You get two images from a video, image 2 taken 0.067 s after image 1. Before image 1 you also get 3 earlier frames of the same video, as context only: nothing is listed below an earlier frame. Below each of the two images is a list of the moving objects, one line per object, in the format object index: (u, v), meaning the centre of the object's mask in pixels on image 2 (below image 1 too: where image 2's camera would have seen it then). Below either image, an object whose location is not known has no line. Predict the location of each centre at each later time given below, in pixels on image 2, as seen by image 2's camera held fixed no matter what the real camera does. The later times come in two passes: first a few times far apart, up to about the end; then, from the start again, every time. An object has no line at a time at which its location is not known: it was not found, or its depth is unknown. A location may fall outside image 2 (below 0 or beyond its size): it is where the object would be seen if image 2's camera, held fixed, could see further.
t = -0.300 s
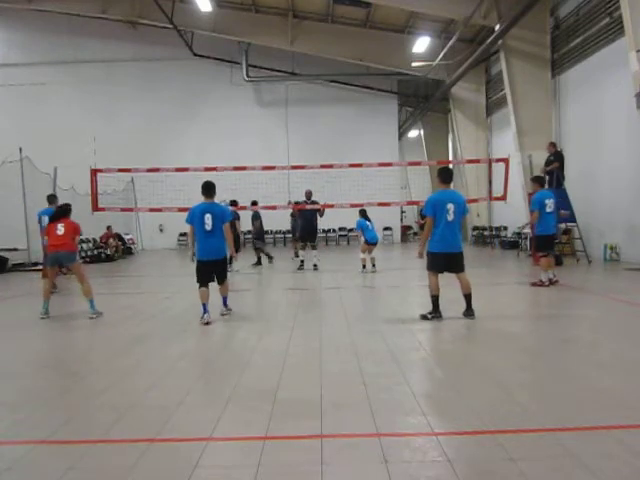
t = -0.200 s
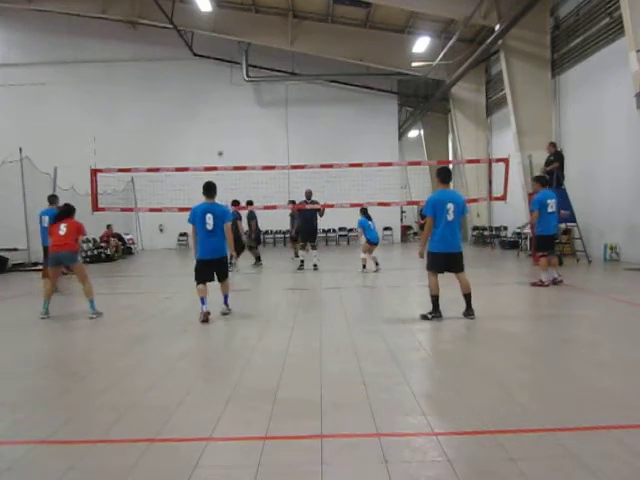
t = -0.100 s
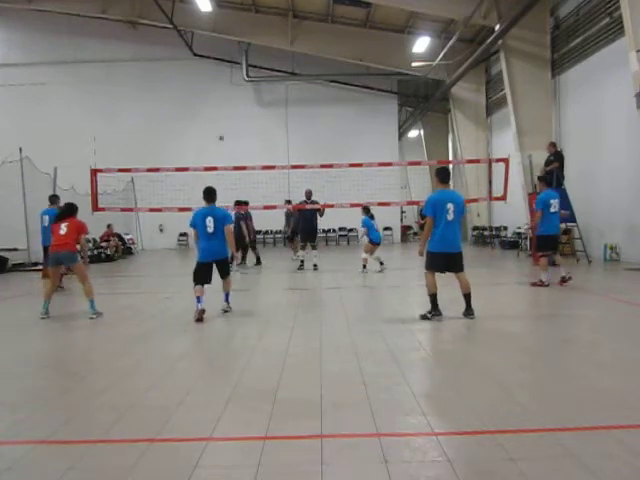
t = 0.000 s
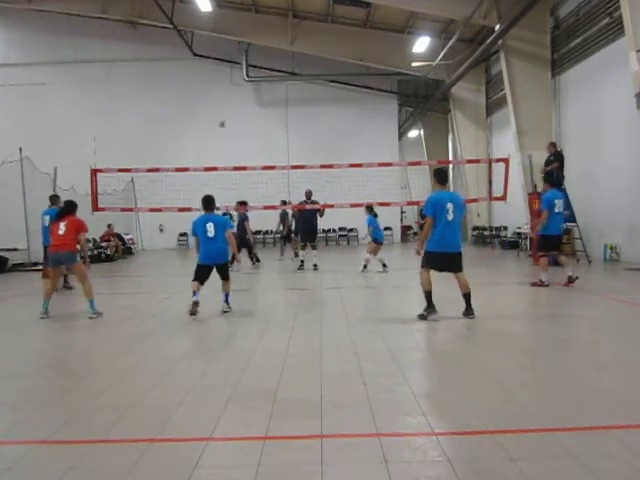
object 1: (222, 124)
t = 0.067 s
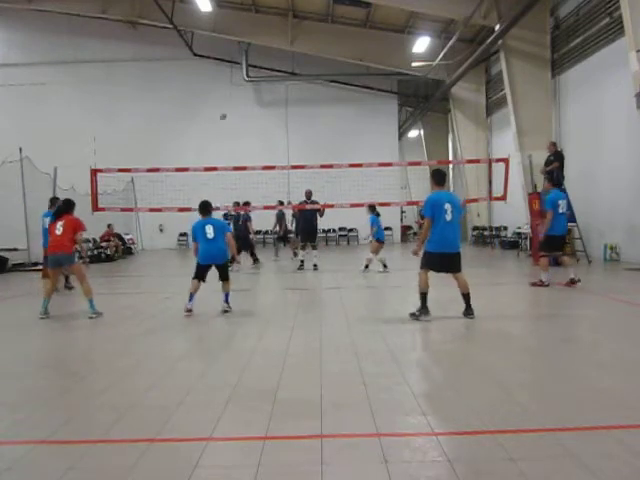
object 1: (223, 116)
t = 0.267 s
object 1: (229, 98)
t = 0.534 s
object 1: (240, 93)
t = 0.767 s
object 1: (257, 125)
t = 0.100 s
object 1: (223, 113)
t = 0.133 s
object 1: (224, 111)
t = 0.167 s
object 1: (225, 106)
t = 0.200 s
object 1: (227, 104)
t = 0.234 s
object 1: (227, 101)
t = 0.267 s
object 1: (229, 98)
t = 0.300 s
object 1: (230, 96)
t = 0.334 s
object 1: (231, 95)
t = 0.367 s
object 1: (233, 93)
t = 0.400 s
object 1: (234, 92)
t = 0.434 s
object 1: (235, 92)
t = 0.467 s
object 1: (237, 92)
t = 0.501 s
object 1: (238, 92)
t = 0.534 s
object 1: (240, 93)
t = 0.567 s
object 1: (242, 94)
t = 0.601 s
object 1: (244, 97)
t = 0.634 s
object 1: (246, 100)
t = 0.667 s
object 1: (248, 105)
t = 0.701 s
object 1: (251, 111)
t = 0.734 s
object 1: (255, 117)
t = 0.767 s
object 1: (257, 125)
